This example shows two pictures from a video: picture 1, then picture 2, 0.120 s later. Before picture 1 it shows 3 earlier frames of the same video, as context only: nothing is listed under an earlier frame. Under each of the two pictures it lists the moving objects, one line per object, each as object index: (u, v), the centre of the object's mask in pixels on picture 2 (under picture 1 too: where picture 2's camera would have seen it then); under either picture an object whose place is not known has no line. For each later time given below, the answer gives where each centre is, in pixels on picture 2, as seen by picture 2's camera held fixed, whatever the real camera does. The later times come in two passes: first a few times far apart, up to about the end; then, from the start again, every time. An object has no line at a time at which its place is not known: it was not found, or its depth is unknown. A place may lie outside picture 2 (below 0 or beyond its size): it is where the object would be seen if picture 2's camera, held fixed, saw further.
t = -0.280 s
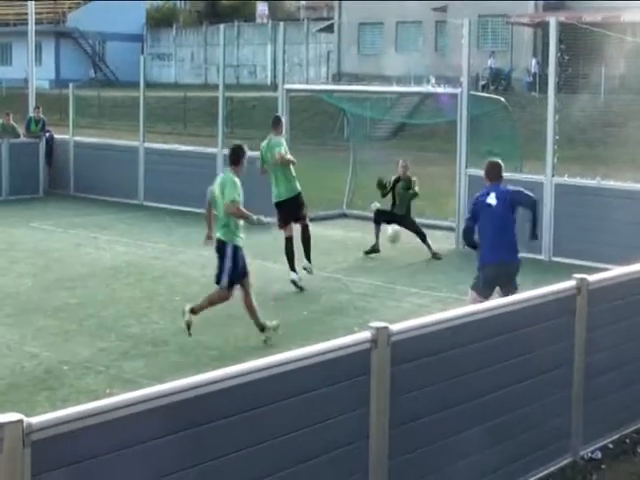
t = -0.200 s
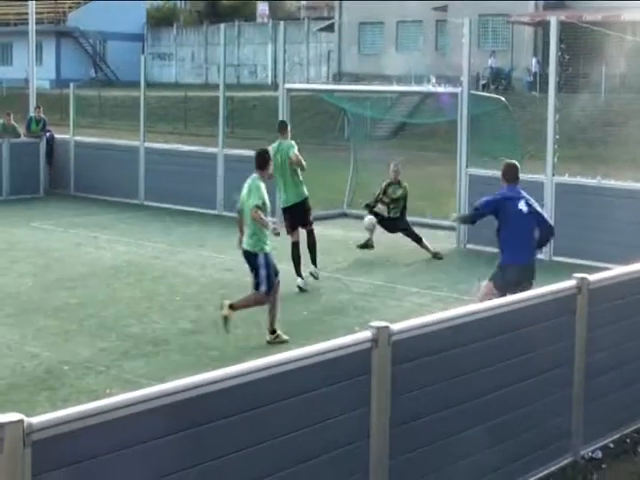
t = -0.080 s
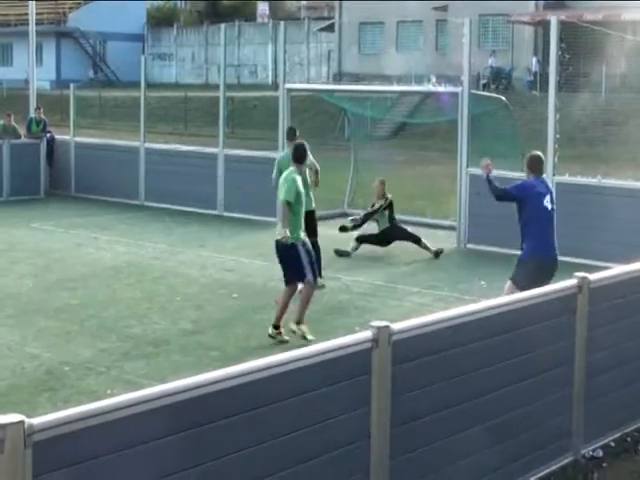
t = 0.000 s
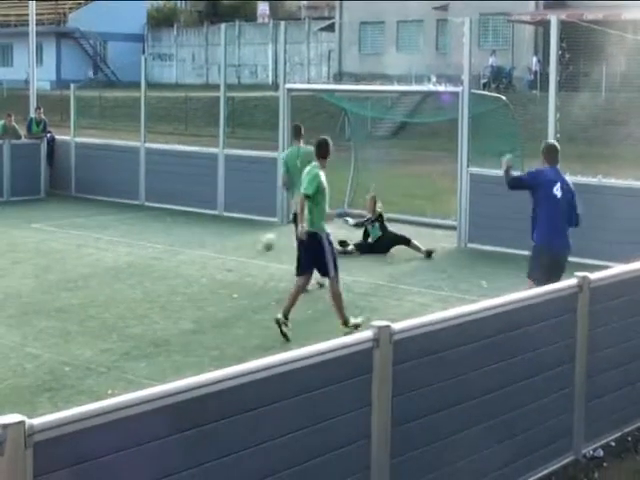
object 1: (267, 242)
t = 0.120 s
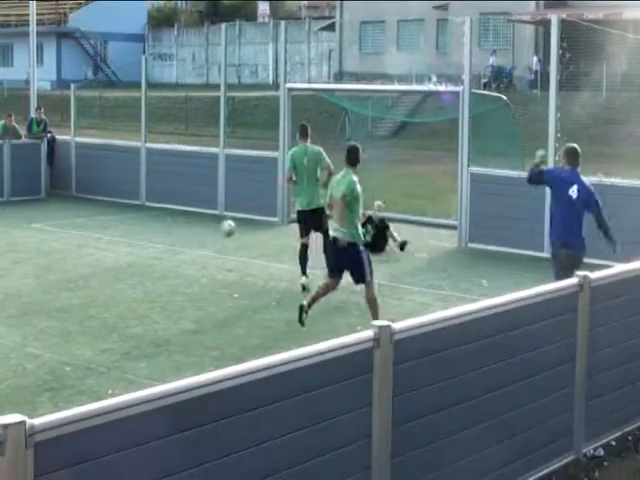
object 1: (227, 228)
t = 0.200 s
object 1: (203, 224)
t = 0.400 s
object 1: (148, 225)
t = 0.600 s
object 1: (109, 226)
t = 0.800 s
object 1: (75, 219)
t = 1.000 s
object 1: (43, 217)
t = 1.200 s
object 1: (13, 212)
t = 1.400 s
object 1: (-15, 210)
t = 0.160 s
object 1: (216, 225)
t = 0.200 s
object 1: (203, 224)
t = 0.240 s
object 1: (191, 224)
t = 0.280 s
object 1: (179, 227)
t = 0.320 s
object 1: (165, 230)
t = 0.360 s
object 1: (157, 230)
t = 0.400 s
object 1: (148, 225)
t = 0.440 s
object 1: (140, 223)
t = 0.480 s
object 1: (132, 221)
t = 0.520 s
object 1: (124, 222)
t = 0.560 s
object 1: (117, 223)
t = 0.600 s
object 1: (109, 226)
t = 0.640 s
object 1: (102, 223)
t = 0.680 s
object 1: (95, 220)
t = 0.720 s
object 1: (89, 218)
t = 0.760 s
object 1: (82, 218)
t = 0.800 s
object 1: (75, 219)
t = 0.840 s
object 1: (69, 220)
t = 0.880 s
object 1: (62, 219)
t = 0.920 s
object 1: (57, 219)
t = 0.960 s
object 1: (50, 218)
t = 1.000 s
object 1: (43, 217)
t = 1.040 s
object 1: (38, 216)
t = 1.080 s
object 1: (31, 216)
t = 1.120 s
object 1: (25, 216)
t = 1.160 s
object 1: (19, 213)
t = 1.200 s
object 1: (13, 212)
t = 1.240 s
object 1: (8, 212)
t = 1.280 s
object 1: (2, 212)
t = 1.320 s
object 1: (-4, 212)
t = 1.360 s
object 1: (-9, 211)
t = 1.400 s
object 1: (-15, 210)
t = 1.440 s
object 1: (-19, 210)
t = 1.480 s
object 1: (-21, 209)
